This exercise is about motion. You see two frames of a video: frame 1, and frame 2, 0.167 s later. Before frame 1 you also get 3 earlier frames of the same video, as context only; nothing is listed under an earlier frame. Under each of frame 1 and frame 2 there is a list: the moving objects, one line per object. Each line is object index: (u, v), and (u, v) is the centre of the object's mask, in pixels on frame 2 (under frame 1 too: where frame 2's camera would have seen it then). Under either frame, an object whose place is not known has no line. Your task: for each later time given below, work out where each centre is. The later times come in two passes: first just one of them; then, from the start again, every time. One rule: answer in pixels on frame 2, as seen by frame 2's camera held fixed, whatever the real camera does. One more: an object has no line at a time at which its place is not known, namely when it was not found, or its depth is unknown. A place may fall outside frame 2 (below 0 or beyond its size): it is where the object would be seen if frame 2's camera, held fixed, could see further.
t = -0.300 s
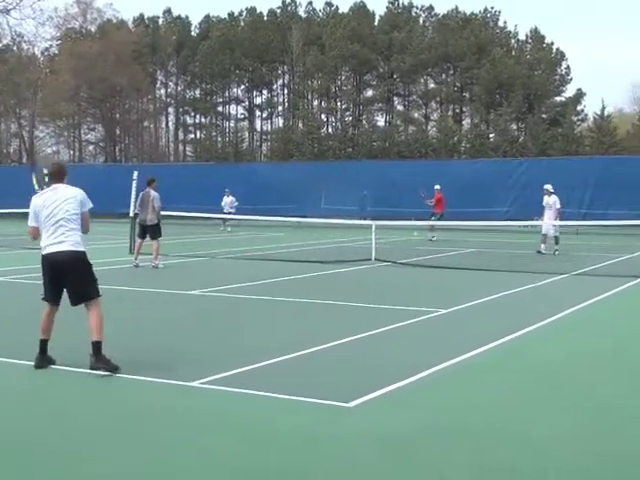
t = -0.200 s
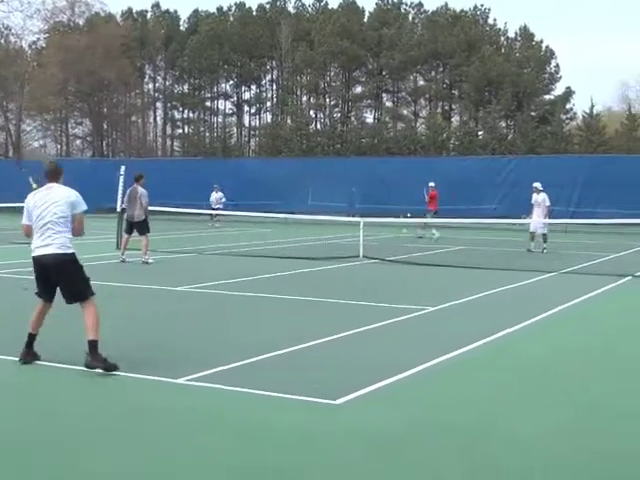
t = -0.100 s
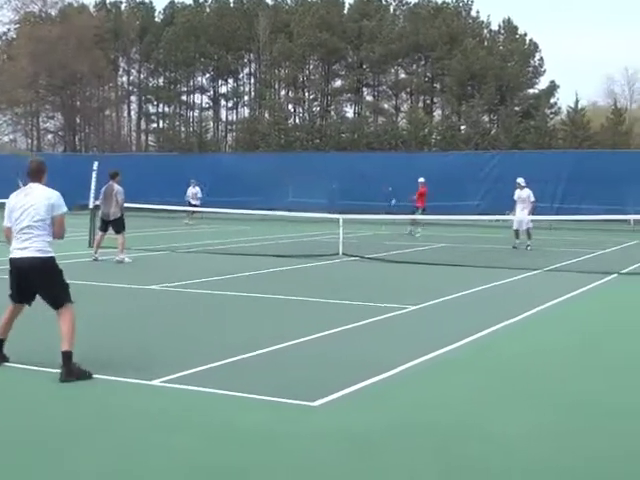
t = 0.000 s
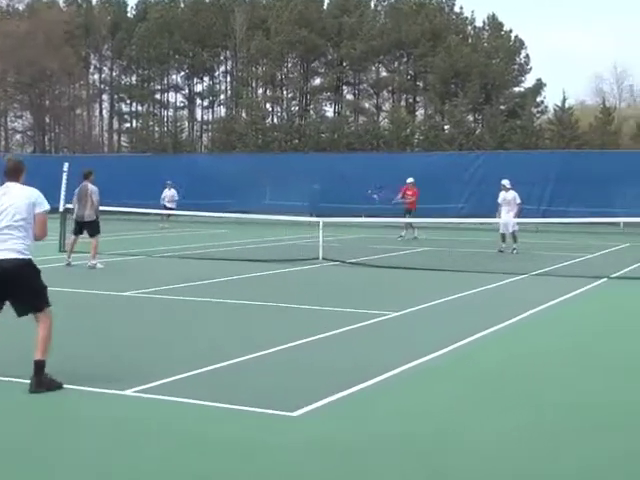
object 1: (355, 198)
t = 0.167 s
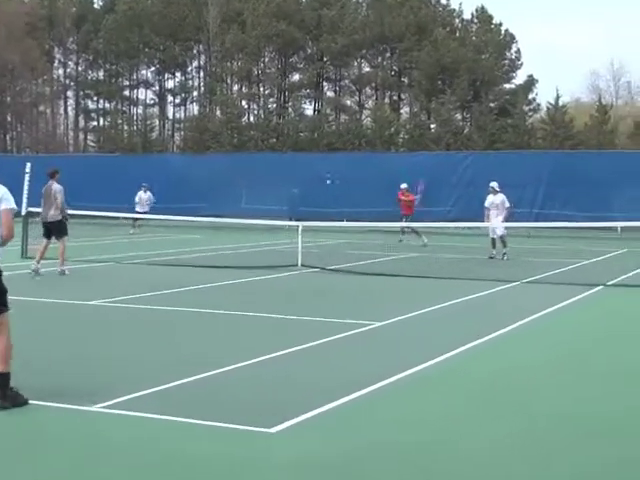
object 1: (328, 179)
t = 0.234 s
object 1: (313, 178)
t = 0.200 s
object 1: (320, 180)
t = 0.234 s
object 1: (313, 178)
